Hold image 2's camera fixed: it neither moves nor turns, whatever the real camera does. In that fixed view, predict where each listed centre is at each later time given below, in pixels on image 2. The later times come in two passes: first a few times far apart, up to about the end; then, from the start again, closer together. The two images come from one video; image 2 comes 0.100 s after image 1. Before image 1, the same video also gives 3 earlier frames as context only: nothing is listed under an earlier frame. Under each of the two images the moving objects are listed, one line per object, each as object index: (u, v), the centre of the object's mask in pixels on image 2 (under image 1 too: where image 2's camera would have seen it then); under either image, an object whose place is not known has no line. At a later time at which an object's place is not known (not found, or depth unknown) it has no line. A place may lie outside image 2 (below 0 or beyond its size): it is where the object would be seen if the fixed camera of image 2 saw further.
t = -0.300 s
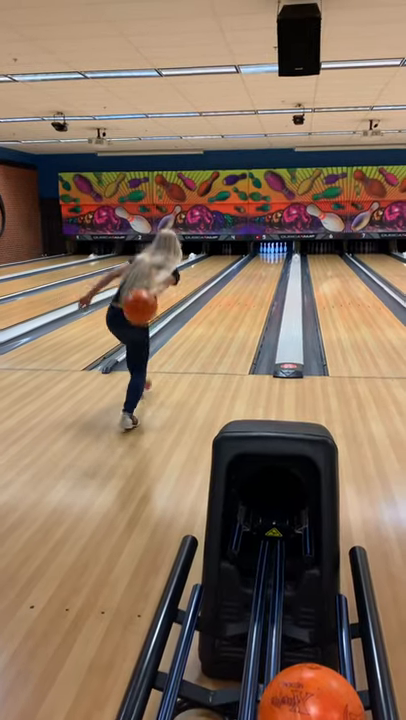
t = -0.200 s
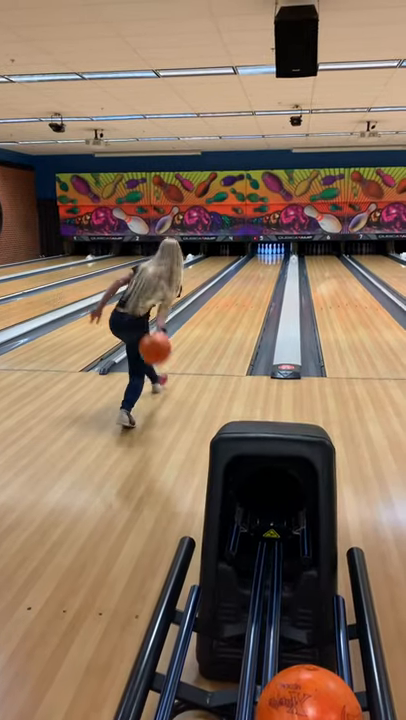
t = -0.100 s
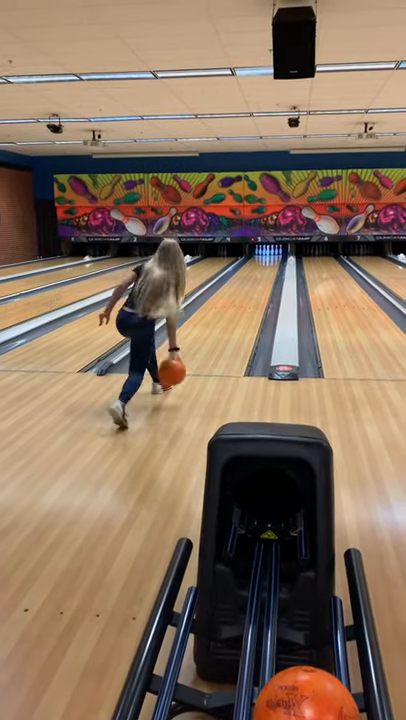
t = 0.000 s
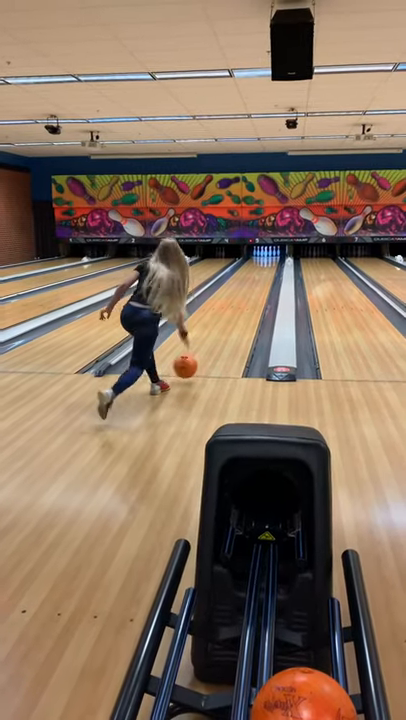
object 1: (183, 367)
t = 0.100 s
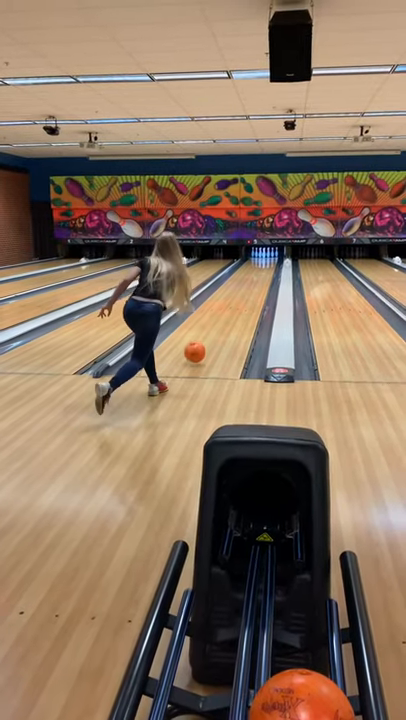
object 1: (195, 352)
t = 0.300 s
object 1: (210, 330)
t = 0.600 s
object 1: (225, 306)
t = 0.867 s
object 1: (233, 293)
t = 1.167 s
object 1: (240, 281)
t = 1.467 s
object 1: (245, 274)
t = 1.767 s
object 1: (248, 267)
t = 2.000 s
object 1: (250, 264)
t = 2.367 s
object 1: (253, 260)
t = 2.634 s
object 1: (254, 256)
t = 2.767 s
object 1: (255, 255)
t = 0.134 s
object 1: (198, 347)
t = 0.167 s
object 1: (201, 344)
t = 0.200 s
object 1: (203, 341)
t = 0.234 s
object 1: (206, 337)
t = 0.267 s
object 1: (208, 334)
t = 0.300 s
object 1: (210, 330)
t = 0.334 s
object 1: (212, 327)
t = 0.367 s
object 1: (214, 324)
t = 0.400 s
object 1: (216, 320)
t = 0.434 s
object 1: (218, 318)
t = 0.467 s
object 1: (219, 315)
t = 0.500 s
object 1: (221, 313)
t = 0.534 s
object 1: (222, 311)
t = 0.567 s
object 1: (223, 308)
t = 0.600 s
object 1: (225, 306)
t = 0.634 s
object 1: (226, 305)
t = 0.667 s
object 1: (227, 303)
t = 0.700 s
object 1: (228, 301)
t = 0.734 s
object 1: (230, 298)
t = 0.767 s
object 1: (231, 297)
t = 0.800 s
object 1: (231, 295)
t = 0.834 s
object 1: (232, 294)
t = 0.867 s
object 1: (233, 293)
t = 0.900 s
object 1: (234, 291)
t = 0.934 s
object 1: (235, 290)
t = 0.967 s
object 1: (236, 289)
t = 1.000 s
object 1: (236, 288)
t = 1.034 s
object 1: (237, 287)
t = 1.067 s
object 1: (238, 285)
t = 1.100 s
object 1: (239, 283)
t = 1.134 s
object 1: (239, 283)
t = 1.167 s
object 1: (240, 281)
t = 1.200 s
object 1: (240, 281)
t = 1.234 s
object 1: (241, 280)
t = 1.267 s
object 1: (242, 279)
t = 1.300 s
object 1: (242, 278)
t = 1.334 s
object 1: (243, 277)
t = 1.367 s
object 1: (243, 276)
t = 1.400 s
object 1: (244, 275)
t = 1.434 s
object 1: (244, 274)
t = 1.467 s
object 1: (245, 274)
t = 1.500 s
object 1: (245, 273)
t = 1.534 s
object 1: (246, 271)
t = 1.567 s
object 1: (246, 271)
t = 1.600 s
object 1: (246, 270)
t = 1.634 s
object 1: (246, 270)
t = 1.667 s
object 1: (247, 269)
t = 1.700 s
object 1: (247, 268)
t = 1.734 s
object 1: (247, 268)
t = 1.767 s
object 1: (248, 267)
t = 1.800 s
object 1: (249, 266)
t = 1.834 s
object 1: (249, 265)
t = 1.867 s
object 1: (249, 265)
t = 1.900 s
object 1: (250, 264)
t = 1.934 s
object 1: (250, 264)
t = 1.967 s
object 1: (250, 264)
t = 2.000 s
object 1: (250, 264)
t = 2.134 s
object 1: (252, 262)
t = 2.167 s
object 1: (252, 261)
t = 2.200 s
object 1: (252, 261)
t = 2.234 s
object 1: (252, 260)
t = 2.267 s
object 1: (253, 260)
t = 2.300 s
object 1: (253, 259)
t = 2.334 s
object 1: (253, 259)
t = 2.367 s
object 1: (253, 260)
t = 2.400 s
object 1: (253, 259)
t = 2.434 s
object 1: (253, 259)
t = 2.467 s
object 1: (254, 258)
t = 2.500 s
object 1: (254, 258)
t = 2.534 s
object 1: (254, 258)
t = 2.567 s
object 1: (254, 257)
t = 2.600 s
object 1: (254, 257)
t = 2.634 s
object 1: (254, 256)
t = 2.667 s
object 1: (254, 256)
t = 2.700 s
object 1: (255, 255)
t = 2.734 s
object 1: (254, 255)
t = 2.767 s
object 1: (255, 255)
